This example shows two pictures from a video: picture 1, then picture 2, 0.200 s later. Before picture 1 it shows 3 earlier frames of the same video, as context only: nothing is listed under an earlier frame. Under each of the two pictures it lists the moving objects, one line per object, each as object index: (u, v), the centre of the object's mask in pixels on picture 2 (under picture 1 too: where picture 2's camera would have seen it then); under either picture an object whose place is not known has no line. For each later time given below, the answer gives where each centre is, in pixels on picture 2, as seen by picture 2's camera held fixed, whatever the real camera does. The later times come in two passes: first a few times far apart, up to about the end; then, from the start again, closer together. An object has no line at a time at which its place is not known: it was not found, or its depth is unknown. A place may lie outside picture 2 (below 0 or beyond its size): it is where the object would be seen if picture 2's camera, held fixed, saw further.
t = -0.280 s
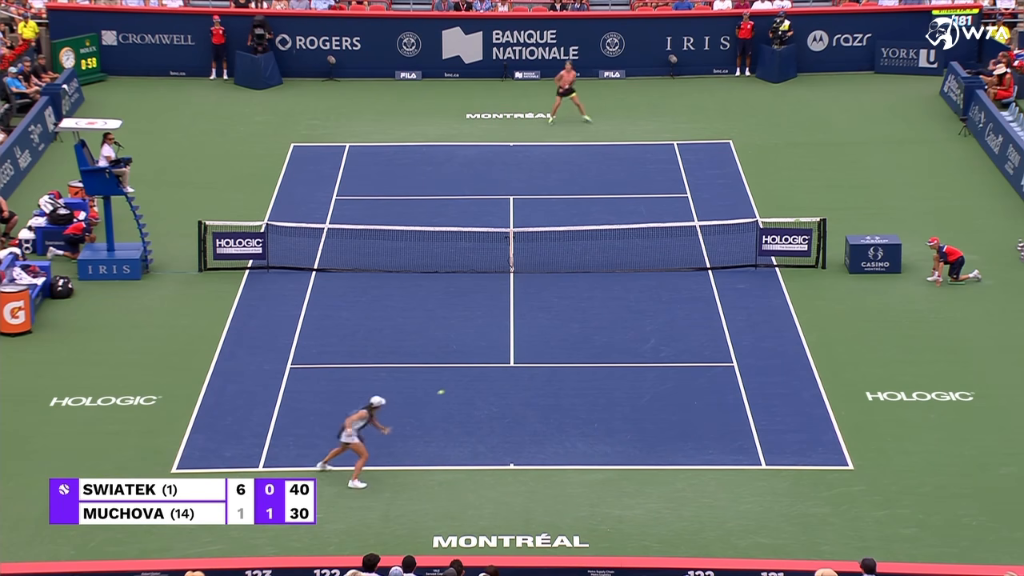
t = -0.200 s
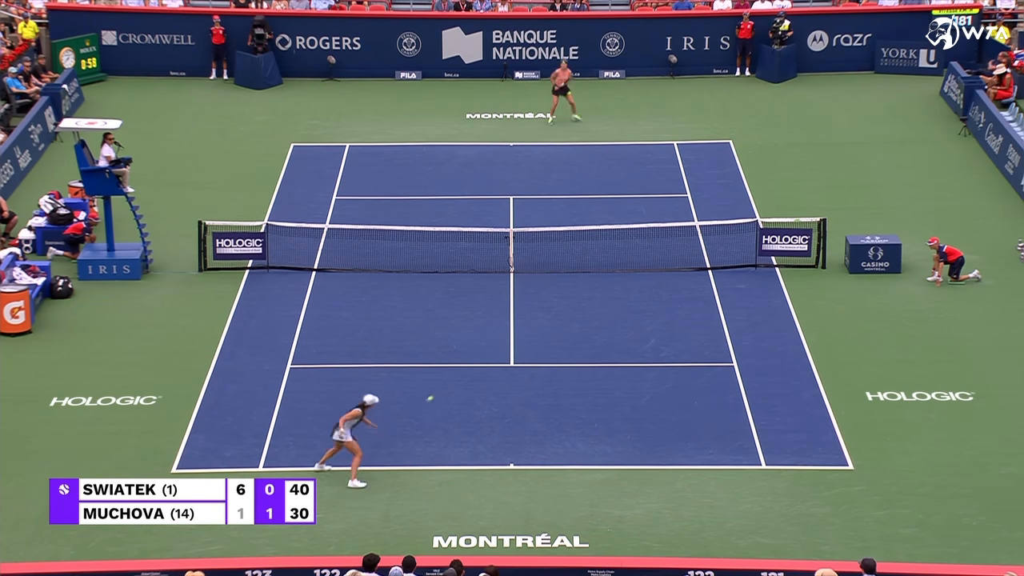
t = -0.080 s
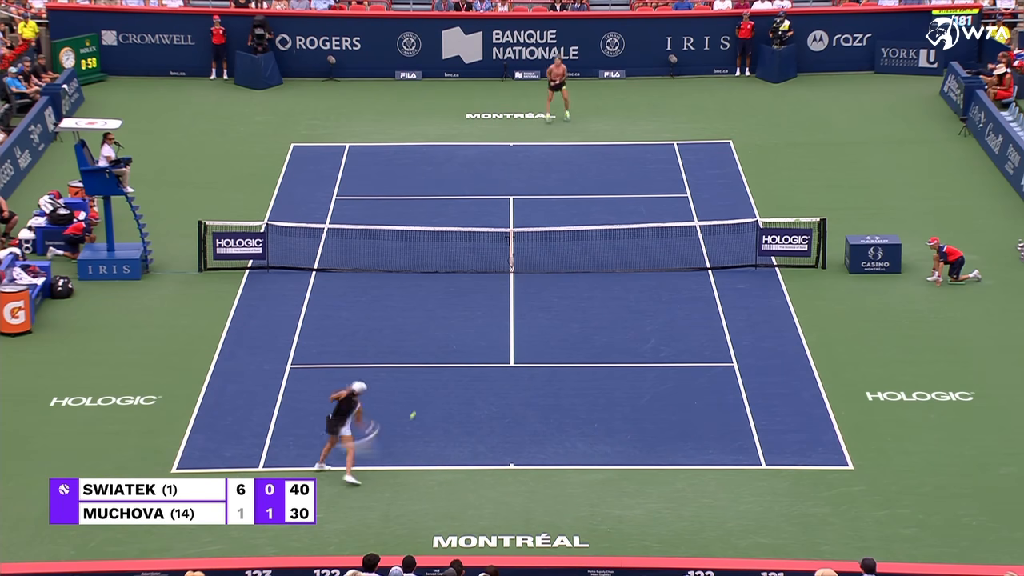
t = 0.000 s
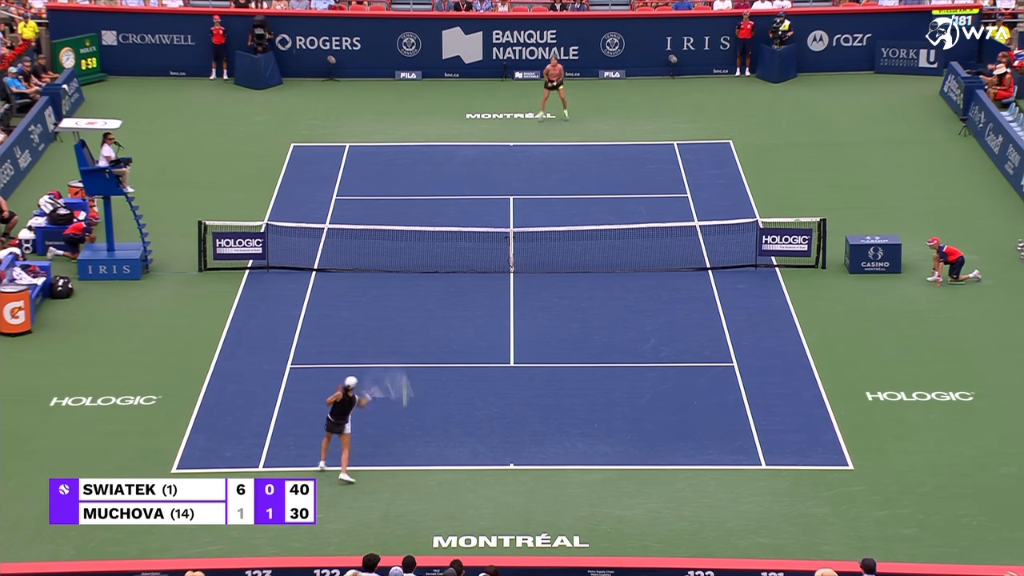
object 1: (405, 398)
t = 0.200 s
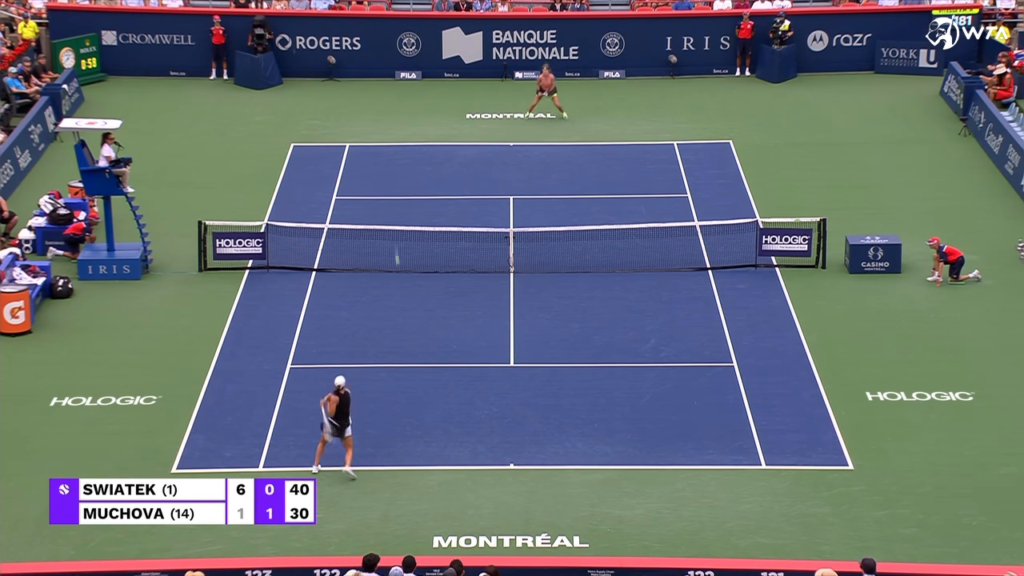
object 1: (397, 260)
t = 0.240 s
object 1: (395, 240)
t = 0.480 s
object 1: (381, 175)
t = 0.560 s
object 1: (376, 167)
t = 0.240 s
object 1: (395, 240)
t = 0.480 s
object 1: (381, 175)
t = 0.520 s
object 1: (379, 171)
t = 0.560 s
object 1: (376, 167)
